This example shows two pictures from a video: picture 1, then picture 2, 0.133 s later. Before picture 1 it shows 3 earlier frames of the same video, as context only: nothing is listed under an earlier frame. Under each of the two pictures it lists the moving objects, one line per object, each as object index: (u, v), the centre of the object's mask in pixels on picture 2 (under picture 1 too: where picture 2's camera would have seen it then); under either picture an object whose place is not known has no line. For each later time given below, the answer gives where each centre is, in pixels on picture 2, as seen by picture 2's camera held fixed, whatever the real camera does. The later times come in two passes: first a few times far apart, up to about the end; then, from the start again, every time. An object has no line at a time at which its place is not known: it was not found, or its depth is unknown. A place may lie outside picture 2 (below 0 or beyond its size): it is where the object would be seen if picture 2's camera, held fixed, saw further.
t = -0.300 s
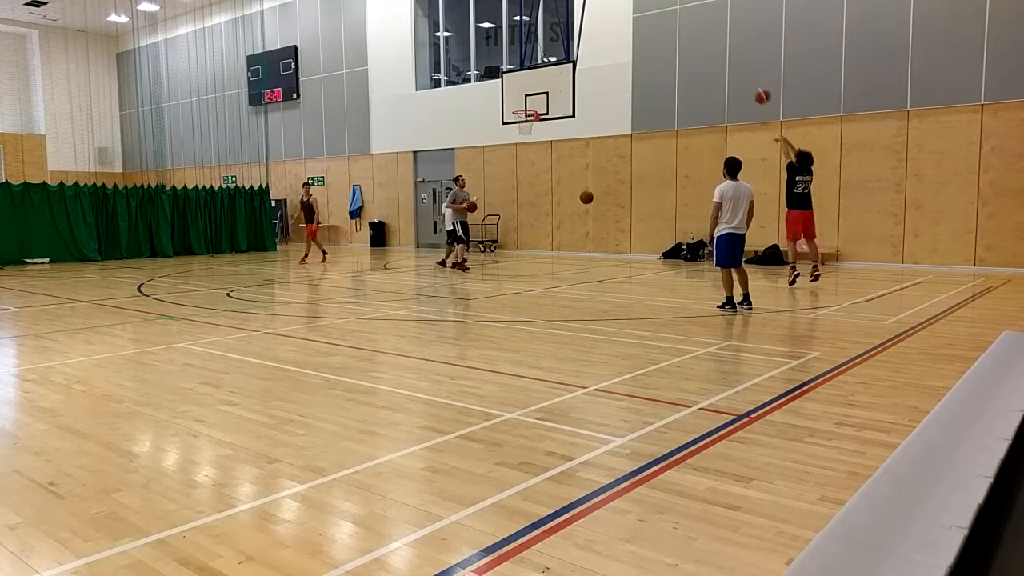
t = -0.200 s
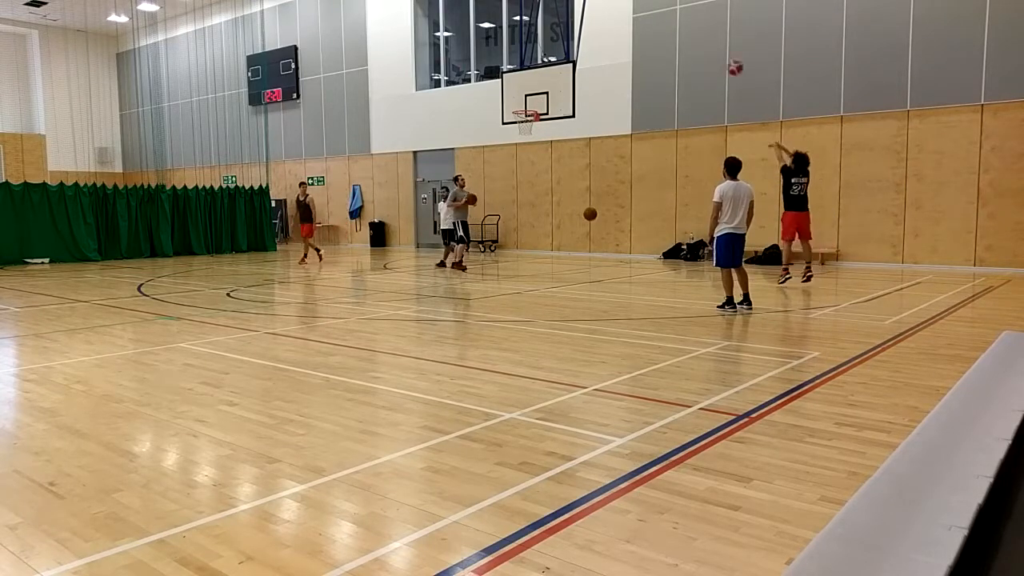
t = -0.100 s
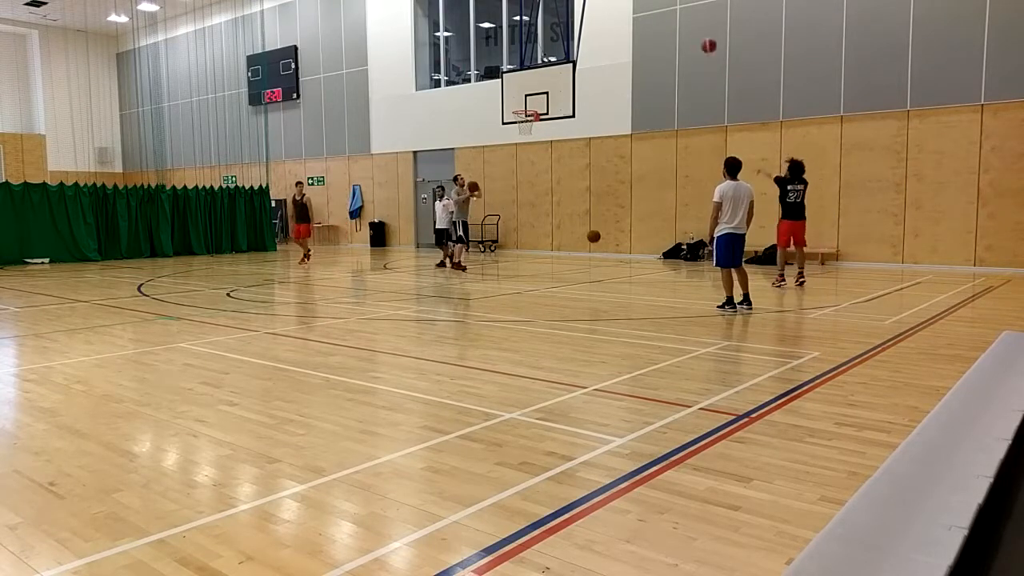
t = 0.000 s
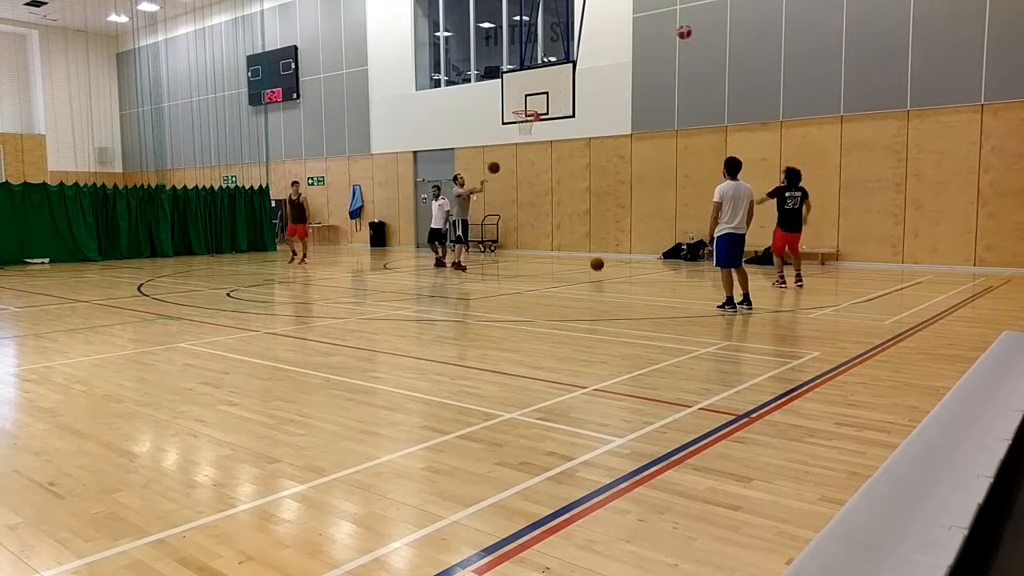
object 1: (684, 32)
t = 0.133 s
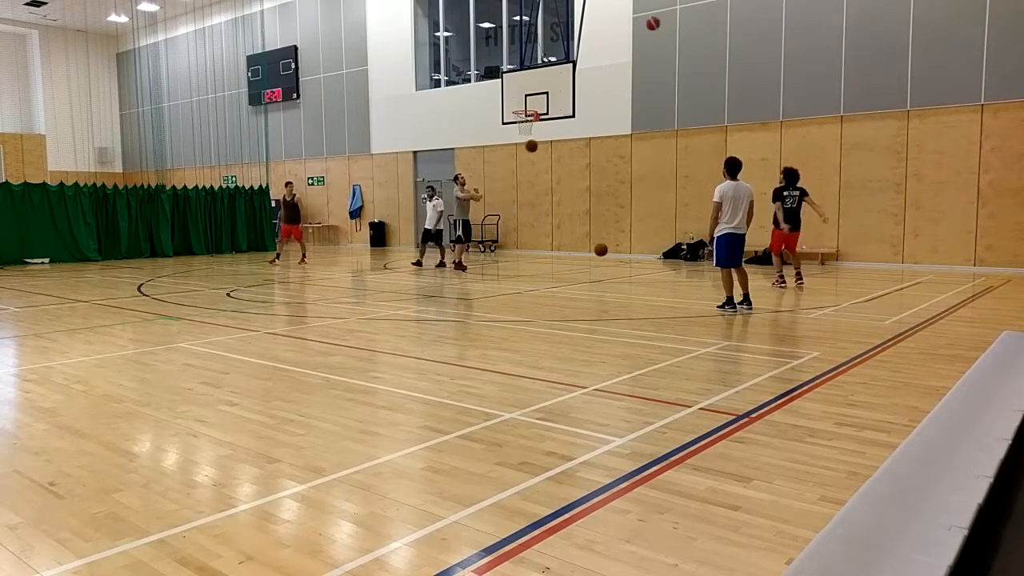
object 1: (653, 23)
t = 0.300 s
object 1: (617, 27)
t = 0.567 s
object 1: (565, 65)
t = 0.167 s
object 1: (646, 23)
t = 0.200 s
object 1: (638, 23)
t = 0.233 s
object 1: (631, 24)
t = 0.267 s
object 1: (624, 25)
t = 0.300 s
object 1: (617, 27)
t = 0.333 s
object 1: (610, 30)
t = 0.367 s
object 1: (603, 33)
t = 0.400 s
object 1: (596, 37)
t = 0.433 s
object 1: (590, 42)
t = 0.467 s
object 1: (584, 47)
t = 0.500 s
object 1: (578, 52)
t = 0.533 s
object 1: (571, 58)
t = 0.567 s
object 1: (565, 65)
